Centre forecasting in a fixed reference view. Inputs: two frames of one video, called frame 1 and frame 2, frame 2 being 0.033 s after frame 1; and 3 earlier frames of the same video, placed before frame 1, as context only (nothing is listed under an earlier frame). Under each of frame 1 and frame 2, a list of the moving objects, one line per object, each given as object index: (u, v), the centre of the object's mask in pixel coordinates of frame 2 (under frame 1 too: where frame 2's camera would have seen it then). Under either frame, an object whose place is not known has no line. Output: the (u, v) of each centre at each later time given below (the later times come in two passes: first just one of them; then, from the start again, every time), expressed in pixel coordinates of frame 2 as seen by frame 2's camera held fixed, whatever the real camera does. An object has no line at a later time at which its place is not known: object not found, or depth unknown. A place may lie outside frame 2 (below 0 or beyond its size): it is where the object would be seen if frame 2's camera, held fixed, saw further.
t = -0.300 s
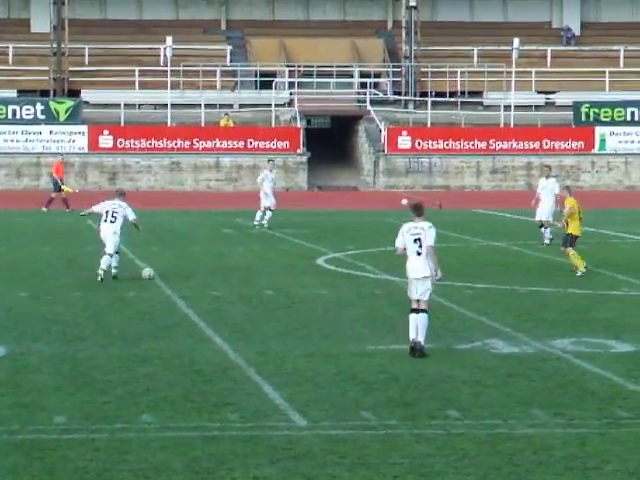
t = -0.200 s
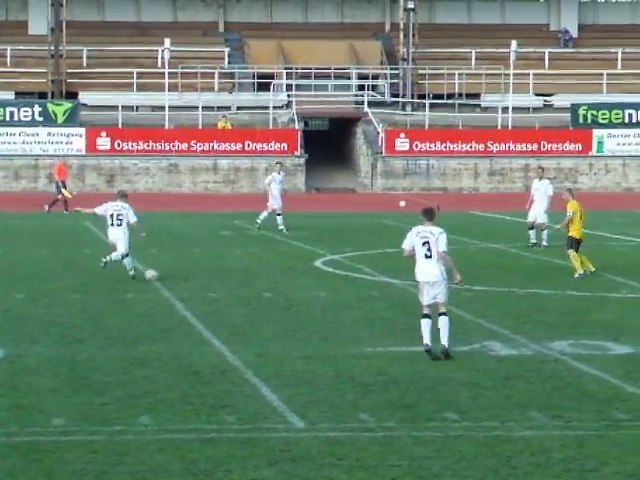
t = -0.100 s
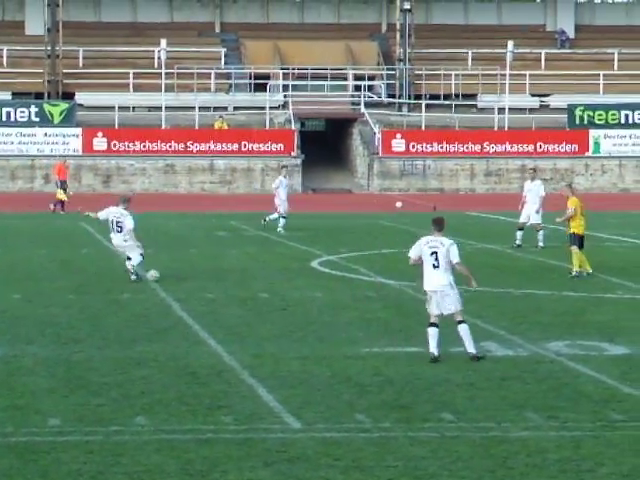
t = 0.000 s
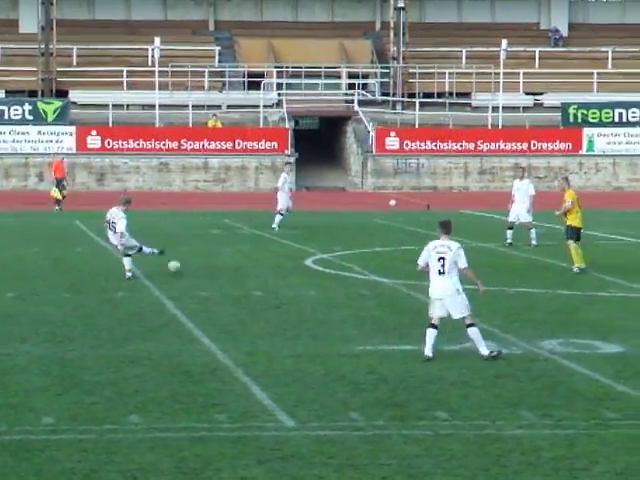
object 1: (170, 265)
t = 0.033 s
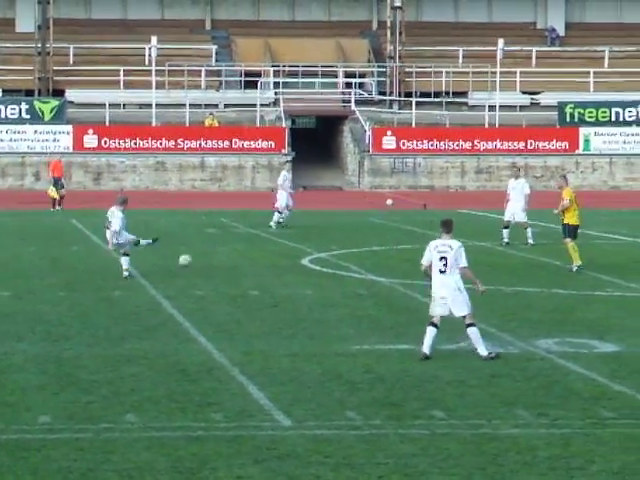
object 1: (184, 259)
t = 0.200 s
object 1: (246, 250)
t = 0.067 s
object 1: (198, 256)
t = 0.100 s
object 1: (210, 253)
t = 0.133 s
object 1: (223, 252)
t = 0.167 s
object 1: (235, 251)
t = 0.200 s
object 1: (246, 250)
